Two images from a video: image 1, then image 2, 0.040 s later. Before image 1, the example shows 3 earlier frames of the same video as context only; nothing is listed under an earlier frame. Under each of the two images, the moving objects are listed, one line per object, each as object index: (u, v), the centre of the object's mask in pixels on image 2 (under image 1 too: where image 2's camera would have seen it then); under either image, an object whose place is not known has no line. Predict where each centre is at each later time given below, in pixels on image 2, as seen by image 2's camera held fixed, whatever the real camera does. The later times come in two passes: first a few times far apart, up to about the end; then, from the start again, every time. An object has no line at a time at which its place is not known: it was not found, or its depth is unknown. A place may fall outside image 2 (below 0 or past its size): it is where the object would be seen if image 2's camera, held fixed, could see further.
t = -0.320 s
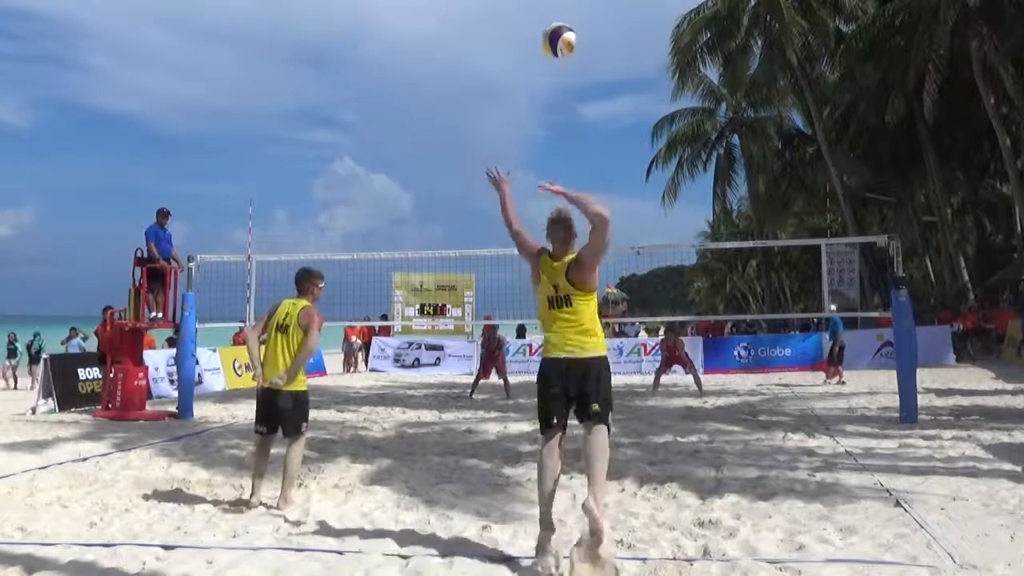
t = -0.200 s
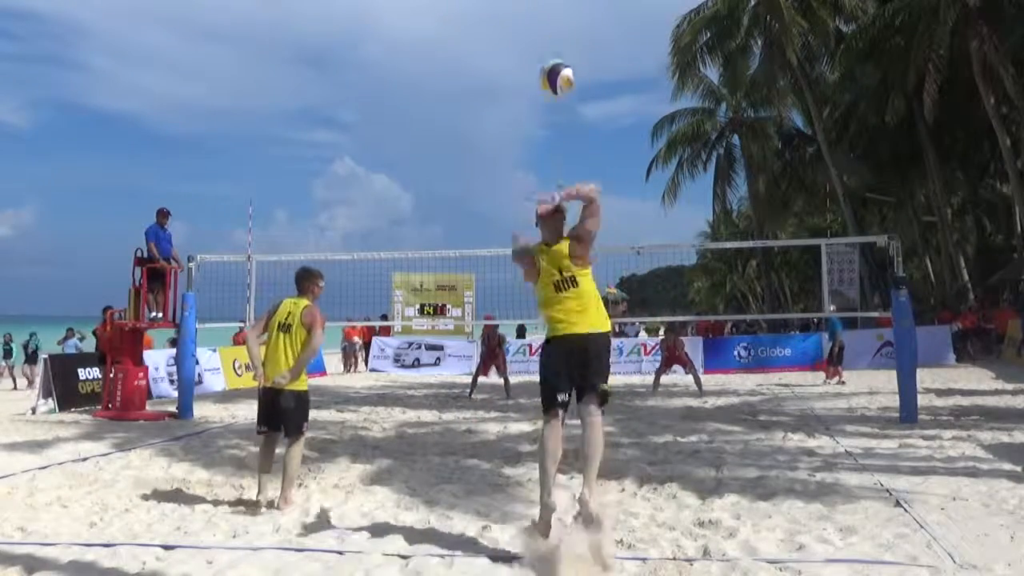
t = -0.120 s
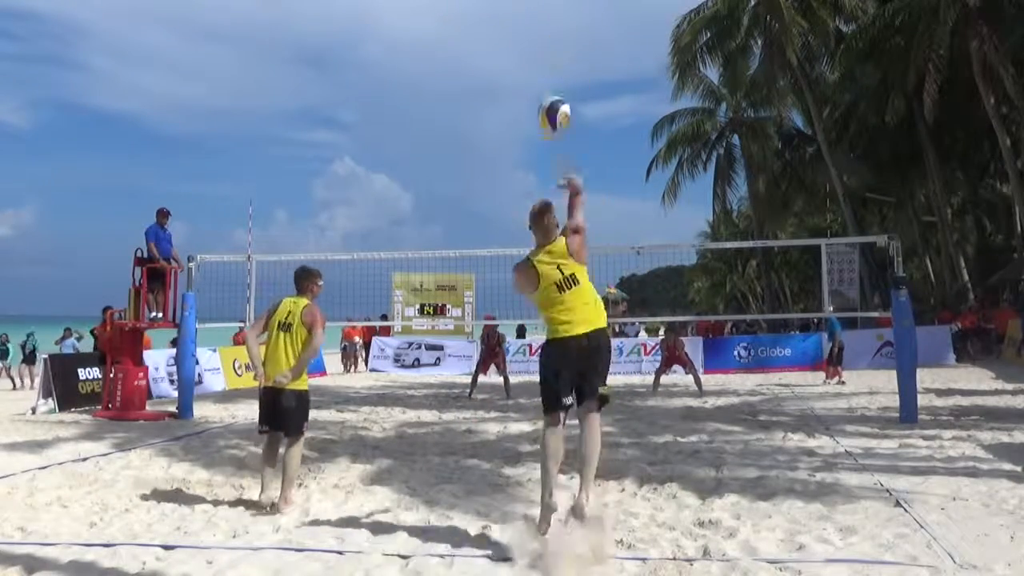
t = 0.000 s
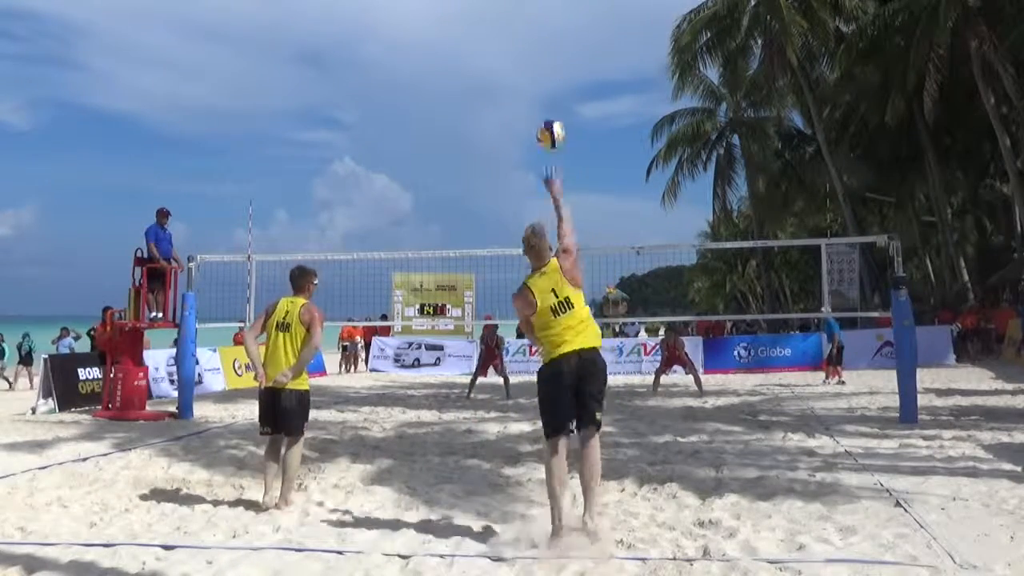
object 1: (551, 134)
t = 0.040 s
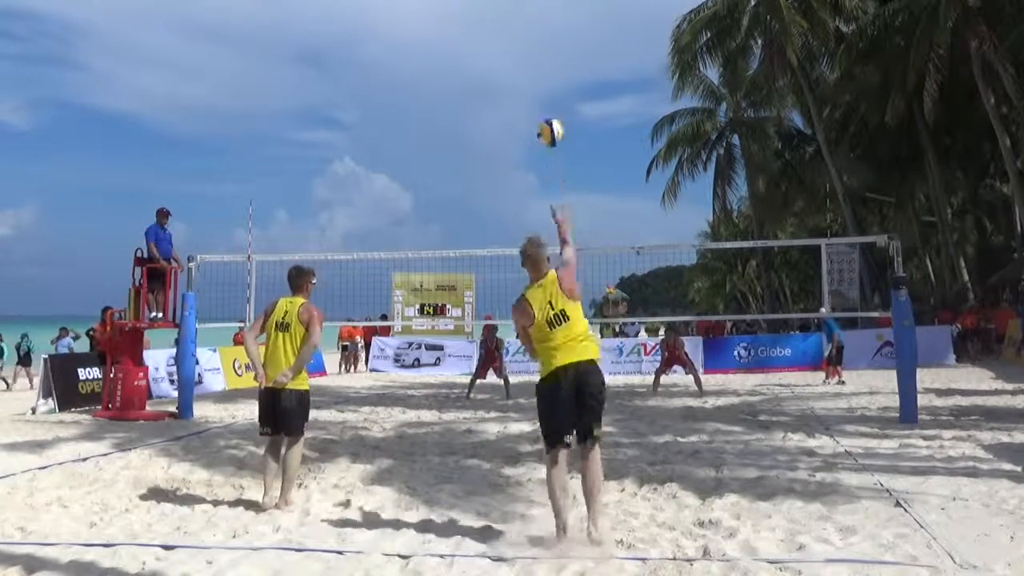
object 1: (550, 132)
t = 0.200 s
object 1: (551, 141)
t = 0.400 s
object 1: (548, 175)
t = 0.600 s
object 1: (548, 227)
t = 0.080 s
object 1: (551, 133)
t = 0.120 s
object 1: (551, 134)
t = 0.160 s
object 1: (550, 136)
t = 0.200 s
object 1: (551, 141)
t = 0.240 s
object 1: (550, 146)
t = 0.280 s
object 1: (550, 152)
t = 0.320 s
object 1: (549, 161)
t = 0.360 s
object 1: (548, 168)
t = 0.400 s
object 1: (548, 175)
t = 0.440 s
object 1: (548, 186)
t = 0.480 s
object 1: (548, 196)
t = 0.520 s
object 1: (548, 207)
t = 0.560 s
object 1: (547, 216)
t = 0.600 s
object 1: (548, 227)
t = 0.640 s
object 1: (549, 238)
